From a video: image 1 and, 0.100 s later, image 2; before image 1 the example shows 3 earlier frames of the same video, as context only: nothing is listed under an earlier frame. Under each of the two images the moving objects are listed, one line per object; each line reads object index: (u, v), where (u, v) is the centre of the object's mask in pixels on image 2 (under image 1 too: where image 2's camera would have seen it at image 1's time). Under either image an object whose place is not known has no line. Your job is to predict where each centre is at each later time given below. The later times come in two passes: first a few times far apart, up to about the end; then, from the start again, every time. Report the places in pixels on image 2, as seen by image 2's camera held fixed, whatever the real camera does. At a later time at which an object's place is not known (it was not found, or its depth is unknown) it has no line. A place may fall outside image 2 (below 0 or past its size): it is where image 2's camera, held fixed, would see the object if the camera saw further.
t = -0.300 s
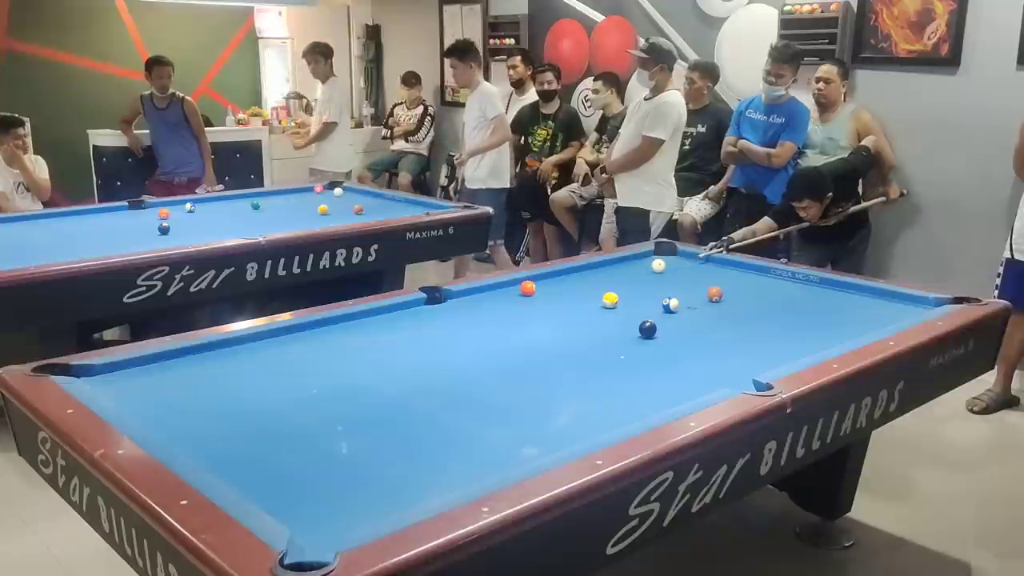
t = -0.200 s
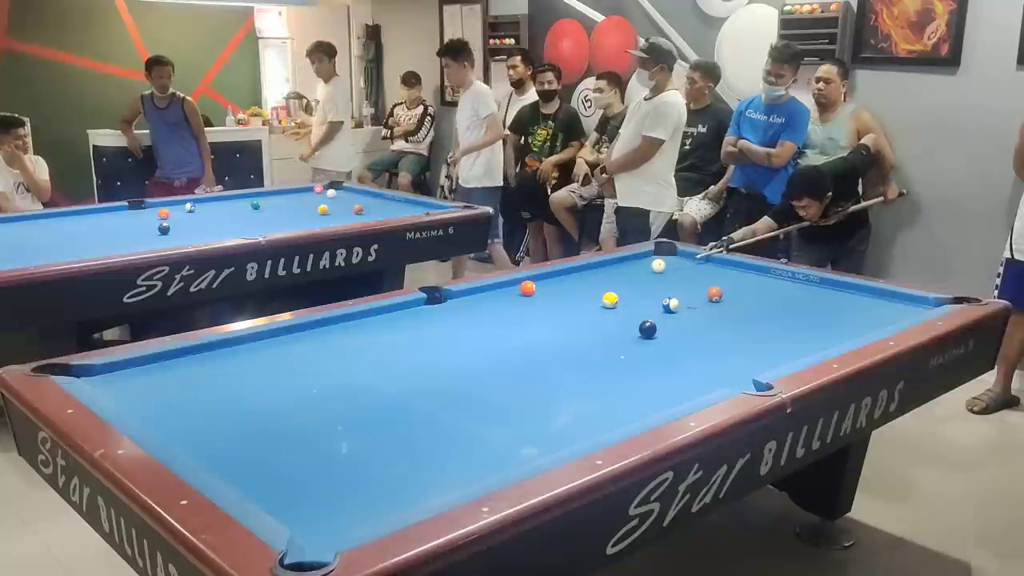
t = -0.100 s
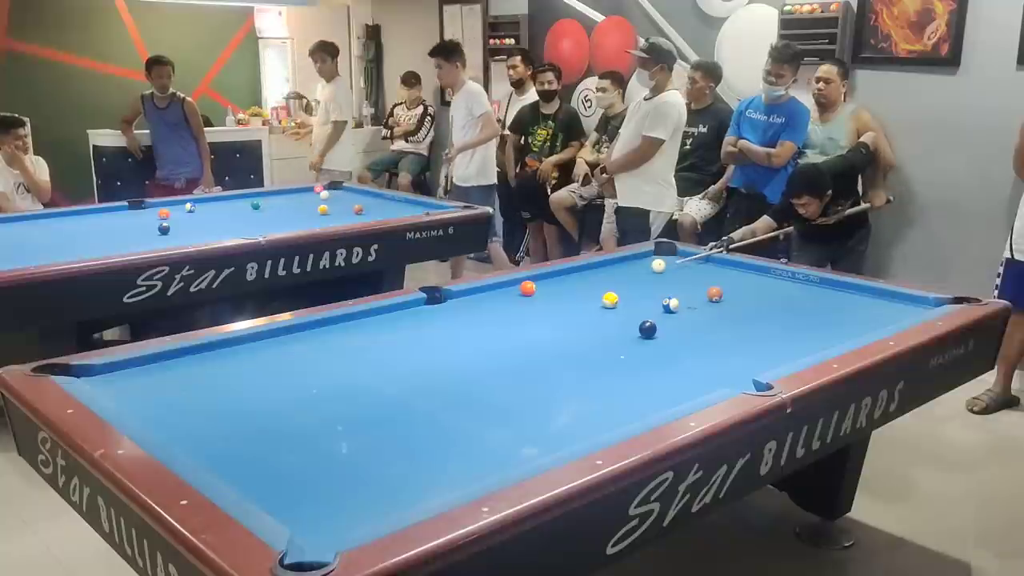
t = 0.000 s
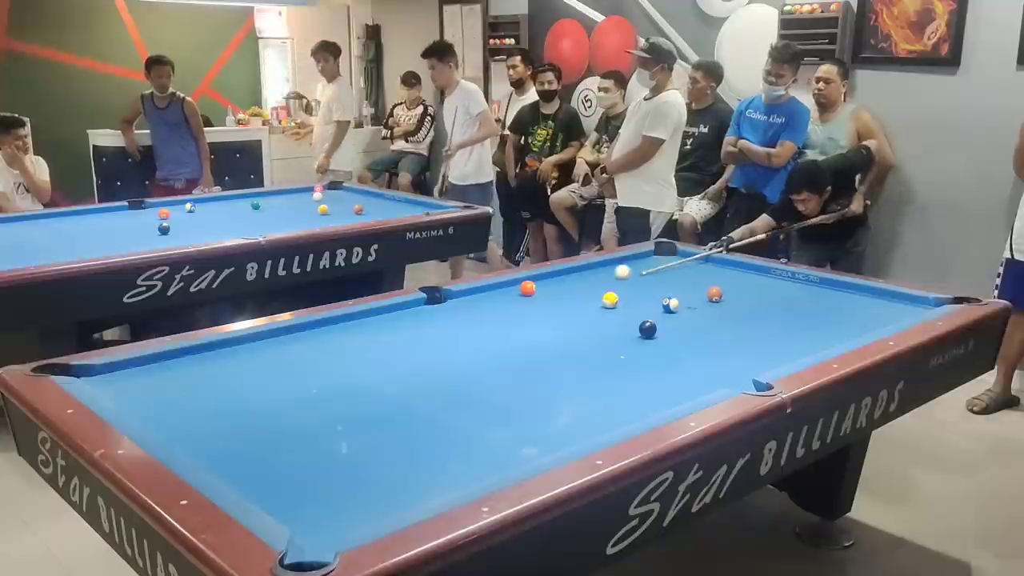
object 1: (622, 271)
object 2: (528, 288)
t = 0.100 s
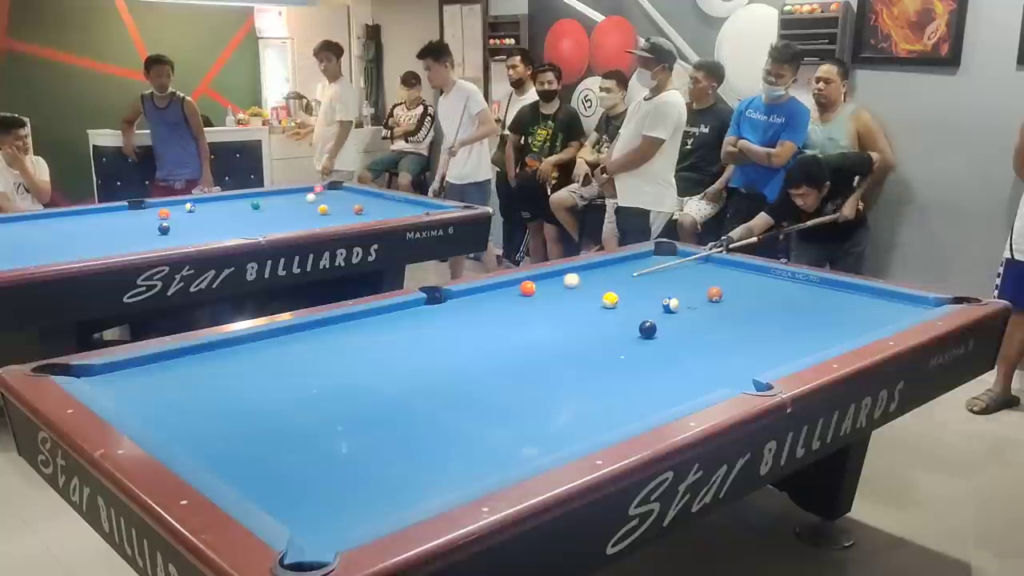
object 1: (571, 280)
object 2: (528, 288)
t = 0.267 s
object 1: (537, 286)
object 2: (483, 297)
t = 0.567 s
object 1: (531, 285)
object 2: (367, 318)
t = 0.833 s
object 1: (527, 285)
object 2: (248, 341)
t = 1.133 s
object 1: (525, 285)
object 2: (99, 371)
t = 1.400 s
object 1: (525, 285)
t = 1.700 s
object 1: (525, 285)
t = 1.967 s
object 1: (525, 285)
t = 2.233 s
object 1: (525, 285)
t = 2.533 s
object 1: (525, 285)
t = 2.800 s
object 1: (525, 285)
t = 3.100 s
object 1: (525, 285)
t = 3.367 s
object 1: (525, 285)
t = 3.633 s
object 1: (525, 285)
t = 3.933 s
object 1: (525, 285)
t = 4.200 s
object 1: (525, 285)
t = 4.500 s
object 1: (525, 285)
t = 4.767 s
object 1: (525, 285)
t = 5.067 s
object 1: (525, 285)
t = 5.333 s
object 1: (525, 285)
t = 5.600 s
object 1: (525, 285)
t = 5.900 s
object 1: (525, 285)
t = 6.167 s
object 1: (525, 285)
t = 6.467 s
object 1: (525, 285)
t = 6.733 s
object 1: (525, 285)
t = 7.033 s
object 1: (525, 285)
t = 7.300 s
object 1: (525, 285)
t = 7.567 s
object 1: (525, 285)
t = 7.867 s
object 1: (525, 285)
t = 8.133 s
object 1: (525, 285)
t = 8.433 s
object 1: (525, 285)
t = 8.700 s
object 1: (525, 285)
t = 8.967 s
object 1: (525, 285)
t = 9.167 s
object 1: (525, 285)
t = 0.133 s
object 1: (554, 283)
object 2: (527, 288)
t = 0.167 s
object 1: (539, 286)
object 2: (526, 288)
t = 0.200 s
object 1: (538, 286)
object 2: (512, 291)
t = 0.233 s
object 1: (537, 286)
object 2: (497, 294)
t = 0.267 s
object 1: (537, 286)
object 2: (483, 297)
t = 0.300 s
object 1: (536, 286)
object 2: (470, 299)
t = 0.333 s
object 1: (535, 286)
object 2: (457, 302)
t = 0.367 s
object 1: (534, 286)
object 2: (445, 304)
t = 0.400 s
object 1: (534, 285)
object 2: (433, 306)
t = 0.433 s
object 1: (533, 285)
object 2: (420, 309)
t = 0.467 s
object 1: (532, 285)
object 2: (407, 311)
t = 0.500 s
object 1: (532, 285)
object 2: (394, 314)
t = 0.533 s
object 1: (531, 285)
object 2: (381, 316)
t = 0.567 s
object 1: (531, 285)
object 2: (367, 318)
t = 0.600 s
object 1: (530, 285)
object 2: (353, 321)
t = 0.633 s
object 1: (530, 285)
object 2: (339, 324)
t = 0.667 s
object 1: (529, 285)
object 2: (325, 326)
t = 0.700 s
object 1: (529, 285)
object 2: (310, 329)
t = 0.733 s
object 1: (528, 285)
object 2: (295, 332)
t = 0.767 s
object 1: (528, 285)
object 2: (280, 335)
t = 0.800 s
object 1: (527, 285)
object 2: (265, 338)
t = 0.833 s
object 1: (527, 285)
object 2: (248, 341)
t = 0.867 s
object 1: (527, 285)
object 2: (233, 344)
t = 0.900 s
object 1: (527, 285)
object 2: (216, 347)
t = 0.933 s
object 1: (526, 285)
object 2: (199, 351)
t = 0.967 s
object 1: (526, 285)
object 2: (182, 354)
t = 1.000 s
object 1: (526, 285)
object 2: (165, 357)
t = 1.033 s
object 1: (526, 285)
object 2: (149, 361)
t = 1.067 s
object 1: (526, 285)
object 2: (133, 364)
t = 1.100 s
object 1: (525, 285)
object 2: (116, 368)
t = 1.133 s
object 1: (525, 285)
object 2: (99, 371)
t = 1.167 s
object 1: (525, 285)
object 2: (84, 373)
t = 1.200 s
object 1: (525, 285)
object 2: (73, 372)
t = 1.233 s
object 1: (525, 285)
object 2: (73, 371)
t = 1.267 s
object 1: (525, 285)
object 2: (72, 371)
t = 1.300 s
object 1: (525, 285)
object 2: (68, 373)
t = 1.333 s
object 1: (525, 285)
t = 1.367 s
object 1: (525, 285)
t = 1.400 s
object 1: (525, 285)
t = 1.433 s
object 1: (525, 285)
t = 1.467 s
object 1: (525, 285)
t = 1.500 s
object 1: (525, 285)
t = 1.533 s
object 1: (525, 285)
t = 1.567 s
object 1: (525, 285)
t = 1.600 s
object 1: (525, 285)
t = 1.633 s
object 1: (525, 285)
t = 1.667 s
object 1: (525, 285)
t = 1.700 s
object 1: (525, 285)
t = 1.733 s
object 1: (525, 285)
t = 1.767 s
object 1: (525, 285)
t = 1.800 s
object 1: (525, 285)
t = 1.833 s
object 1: (525, 285)
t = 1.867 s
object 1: (525, 285)
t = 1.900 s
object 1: (525, 285)
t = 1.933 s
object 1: (525, 285)
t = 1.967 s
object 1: (525, 285)
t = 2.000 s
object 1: (525, 285)
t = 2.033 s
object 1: (525, 285)
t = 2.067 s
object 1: (525, 285)
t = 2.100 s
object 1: (525, 285)
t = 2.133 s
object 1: (525, 285)
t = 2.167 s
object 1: (525, 285)
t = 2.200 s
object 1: (525, 285)
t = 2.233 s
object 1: (525, 285)
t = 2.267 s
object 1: (525, 285)
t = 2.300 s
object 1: (525, 285)
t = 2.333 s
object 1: (525, 285)
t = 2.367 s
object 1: (525, 285)
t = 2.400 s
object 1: (525, 285)
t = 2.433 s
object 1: (525, 285)
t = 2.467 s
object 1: (525, 285)
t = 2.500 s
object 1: (525, 285)
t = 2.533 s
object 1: (525, 285)
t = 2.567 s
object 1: (525, 285)
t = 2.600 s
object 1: (525, 285)
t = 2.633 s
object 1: (525, 285)
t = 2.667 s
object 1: (525, 285)
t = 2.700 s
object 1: (525, 285)
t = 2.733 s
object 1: (525, 285)
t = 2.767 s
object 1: (525, 285)
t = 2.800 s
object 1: (525, 285)
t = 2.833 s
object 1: (525, 285)
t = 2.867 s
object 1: (525, 285)
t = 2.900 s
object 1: (525, 285)
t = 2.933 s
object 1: (525, 285)
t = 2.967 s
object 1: (525, 285)
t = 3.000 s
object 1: (525, 285)
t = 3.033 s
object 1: (525, 285)
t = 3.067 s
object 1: (525, 285)
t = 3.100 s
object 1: (525, 285)
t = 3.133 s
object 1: (525, 285)
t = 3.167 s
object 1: (525, 285)
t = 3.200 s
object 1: (525, 285)
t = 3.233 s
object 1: (525, 285)
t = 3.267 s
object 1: (525, 285)
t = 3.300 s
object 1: (525, 285)
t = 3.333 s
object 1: (525, 285)
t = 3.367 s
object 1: (525, 285)
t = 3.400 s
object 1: (525, 285)
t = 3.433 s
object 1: (525, 285)
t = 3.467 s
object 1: (525, 285)
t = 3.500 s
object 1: (525, 285)
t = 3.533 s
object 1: (525, 285)
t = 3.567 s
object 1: (525, 285)
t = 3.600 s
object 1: (525, 285)
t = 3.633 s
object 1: (525, 285)
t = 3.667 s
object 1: (525, 285)
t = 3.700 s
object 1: (525, 285)
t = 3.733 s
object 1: (525, 285)
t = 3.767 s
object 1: (525, 285)
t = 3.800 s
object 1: (525, 285)
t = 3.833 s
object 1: (525, 285)
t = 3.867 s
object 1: (525, 285)
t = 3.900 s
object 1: (525, 285)
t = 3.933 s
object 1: (525, 285)
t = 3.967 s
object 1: (525, 285)
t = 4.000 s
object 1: (525, 285)
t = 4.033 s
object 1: (525, 285)
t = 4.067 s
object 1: (525, 285)
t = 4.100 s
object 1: (525, 285)
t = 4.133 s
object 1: (525, 285)
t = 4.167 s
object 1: (525, 285)
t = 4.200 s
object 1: (525, 285)
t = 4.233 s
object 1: (525, 285)
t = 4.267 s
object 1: (525, 285)
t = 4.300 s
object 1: (525, 285)
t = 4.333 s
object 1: (525, 285)
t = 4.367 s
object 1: (525, 285)
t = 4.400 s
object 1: (525, 285)
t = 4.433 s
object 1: (525, 285)
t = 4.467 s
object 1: (525, 285)
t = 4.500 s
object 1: (525, 285)
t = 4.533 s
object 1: (525, 285)
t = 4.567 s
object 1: (525, 285)
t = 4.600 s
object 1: (525, 285)
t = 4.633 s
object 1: (525, 285)
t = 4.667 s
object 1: (525, 285)
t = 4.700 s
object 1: (525, 285)
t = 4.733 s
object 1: (525, 285)
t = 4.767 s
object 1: (525, 285)
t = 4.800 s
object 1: (526, 285)
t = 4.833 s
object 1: (526, 285)
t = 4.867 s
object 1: (526, 285)
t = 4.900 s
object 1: (525, 285)
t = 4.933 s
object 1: (525, 285)
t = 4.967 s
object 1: (525, 285)
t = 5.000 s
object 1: (525, 285)
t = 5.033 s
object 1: (525, 285)
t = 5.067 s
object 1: (525, 285)
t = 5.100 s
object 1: (525, 285)
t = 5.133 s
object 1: (525, 285)
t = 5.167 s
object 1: (526, 285)
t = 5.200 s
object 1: (525, 285)
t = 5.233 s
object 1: (526, 285)
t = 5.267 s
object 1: (526, 285)
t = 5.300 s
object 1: (525, 285)
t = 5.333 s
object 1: (525, 285)
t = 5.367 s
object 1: (525, 285)
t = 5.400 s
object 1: (525, 285)
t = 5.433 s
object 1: (525, 285)
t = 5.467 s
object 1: (525, 285)
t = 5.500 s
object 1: (525, 285)
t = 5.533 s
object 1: (525, 285)
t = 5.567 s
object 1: (525, 285)
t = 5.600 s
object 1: (525, 285)
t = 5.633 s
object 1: (525, 285)
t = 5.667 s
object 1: (525, 285)
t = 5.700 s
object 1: (525, 285)
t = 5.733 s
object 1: (525, 285)
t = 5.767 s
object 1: (525, 285)
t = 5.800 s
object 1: (525, 285)
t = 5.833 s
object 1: (525, 285)
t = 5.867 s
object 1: (525, 285)
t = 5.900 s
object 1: (525, 285)
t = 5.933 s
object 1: (525, 285)
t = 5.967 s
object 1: (525, 285)
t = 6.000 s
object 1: (525, 285)
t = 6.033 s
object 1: (525, 285)
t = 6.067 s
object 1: (525, 285)
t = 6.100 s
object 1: (525, 285)
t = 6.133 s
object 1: (525, 285)
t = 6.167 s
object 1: (525, 285)
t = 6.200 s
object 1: (525, 285)
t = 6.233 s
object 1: (525, 285)
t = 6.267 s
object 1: (525, 285)
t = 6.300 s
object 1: (525, 285)
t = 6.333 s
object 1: (525, 285)
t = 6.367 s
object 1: (525, 285)
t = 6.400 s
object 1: (525, 285)
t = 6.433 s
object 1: (525, 285)
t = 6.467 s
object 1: (525, 285)
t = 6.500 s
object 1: (525, 285)
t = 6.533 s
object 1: (525, 285)
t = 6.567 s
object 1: (525, 285)
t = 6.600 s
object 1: (525, 285)
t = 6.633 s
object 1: (525, 285)
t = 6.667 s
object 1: (525, 285)
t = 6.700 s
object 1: (525, 285)
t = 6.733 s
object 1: (525, 285)
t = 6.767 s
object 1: (525, 285)
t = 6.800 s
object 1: (525, 285)
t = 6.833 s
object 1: (525, 285)
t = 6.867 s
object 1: (525, 285)
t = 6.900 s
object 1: (525, 285)
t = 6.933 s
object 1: (525, 285)
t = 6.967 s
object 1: (525, 285)
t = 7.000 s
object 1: (525, 285)
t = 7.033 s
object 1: (525, 285)
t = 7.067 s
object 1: (526, 285)
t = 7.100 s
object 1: (526, 285)
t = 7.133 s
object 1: (526, 285)
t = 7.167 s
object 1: (526, 285)
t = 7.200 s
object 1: (525, 285)
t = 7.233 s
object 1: (525, 285)
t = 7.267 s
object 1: (525, 285)
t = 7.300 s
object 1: (525, 285)
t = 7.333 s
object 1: (525, 285)
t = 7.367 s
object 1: (525, 285)
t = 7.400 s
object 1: (525, 285)
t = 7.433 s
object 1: (525, 285)
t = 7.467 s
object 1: (525, 285)
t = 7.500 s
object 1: (525, 285)
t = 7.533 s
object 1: (525, 285)
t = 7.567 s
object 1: (525, 285)
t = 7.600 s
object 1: (525, 285)
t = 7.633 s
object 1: (525, 285)
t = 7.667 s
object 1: (525, 285)
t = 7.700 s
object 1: (525, 285)
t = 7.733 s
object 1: (525, 285)
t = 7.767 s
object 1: (525, 285)
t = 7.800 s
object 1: (525, 285)
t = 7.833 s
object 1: (525, 285)
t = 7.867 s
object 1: (525, 285)
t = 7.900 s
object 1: (525, 285)
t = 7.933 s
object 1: (525, 285)
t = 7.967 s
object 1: (525, 285)
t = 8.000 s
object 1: (525, 285)
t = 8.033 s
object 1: (525, 285)
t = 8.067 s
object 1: (525, 285)
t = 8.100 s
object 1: (525, 285)
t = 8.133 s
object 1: (525, 285)
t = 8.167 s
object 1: (525, 285)
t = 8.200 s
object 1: (525, 285)
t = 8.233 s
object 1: (525, 285)
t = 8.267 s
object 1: (525, 285)
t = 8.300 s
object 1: (525, 285)
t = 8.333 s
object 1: (525, 285)
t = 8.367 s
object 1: (525, 285)
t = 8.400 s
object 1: (525, 285)
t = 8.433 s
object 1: (525, 285)
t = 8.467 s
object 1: (525, 285)
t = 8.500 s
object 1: (525, 285)
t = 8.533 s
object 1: (525, 285)
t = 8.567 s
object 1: (525, 285)
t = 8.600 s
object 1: (525, 285)
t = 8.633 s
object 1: (525, 285)
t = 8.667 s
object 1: (525, 285)
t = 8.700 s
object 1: (525, 285)
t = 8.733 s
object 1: (525, 285)
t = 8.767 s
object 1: (525, 285)
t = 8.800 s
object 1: (525, 285)
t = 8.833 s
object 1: (525, 285)
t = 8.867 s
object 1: (525, 285)
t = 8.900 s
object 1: (525, 285)
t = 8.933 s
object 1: (525, 285)
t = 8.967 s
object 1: (525, 285)
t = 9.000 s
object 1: (525, 285)
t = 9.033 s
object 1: (525, 285)
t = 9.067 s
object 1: (525, 285)
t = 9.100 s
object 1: (525, 285)
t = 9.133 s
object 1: (525, 285)
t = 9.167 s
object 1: (525, 285)
